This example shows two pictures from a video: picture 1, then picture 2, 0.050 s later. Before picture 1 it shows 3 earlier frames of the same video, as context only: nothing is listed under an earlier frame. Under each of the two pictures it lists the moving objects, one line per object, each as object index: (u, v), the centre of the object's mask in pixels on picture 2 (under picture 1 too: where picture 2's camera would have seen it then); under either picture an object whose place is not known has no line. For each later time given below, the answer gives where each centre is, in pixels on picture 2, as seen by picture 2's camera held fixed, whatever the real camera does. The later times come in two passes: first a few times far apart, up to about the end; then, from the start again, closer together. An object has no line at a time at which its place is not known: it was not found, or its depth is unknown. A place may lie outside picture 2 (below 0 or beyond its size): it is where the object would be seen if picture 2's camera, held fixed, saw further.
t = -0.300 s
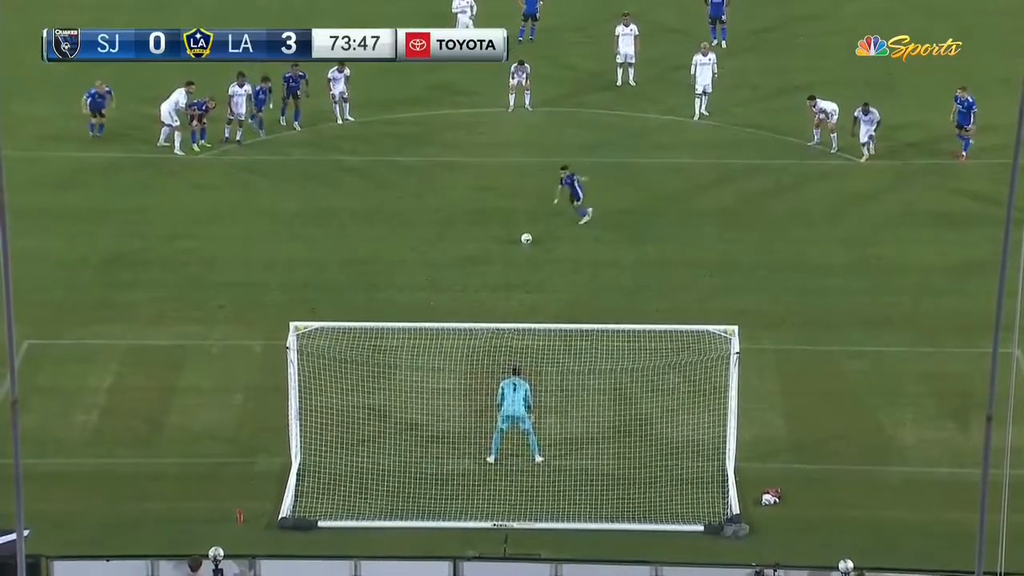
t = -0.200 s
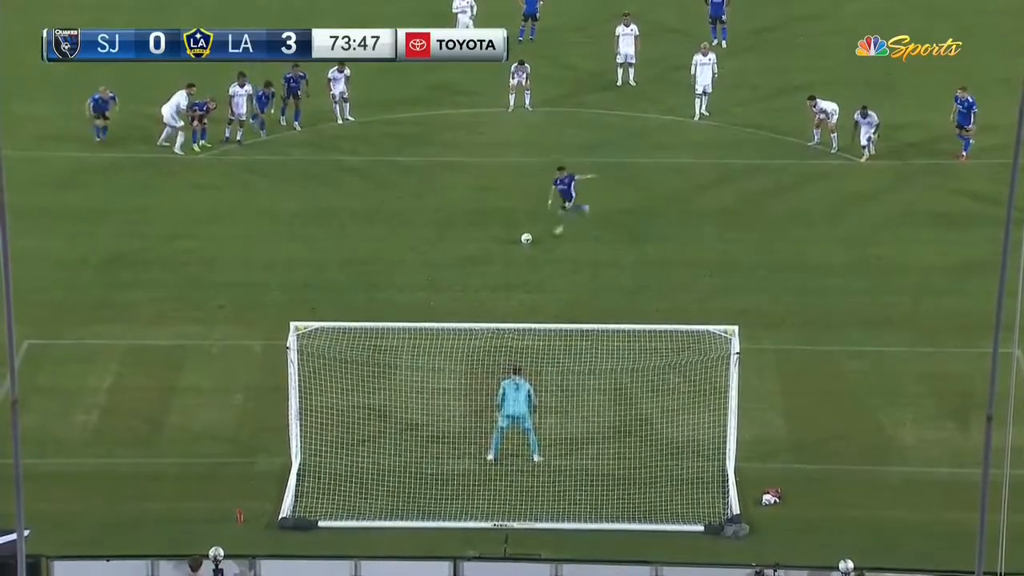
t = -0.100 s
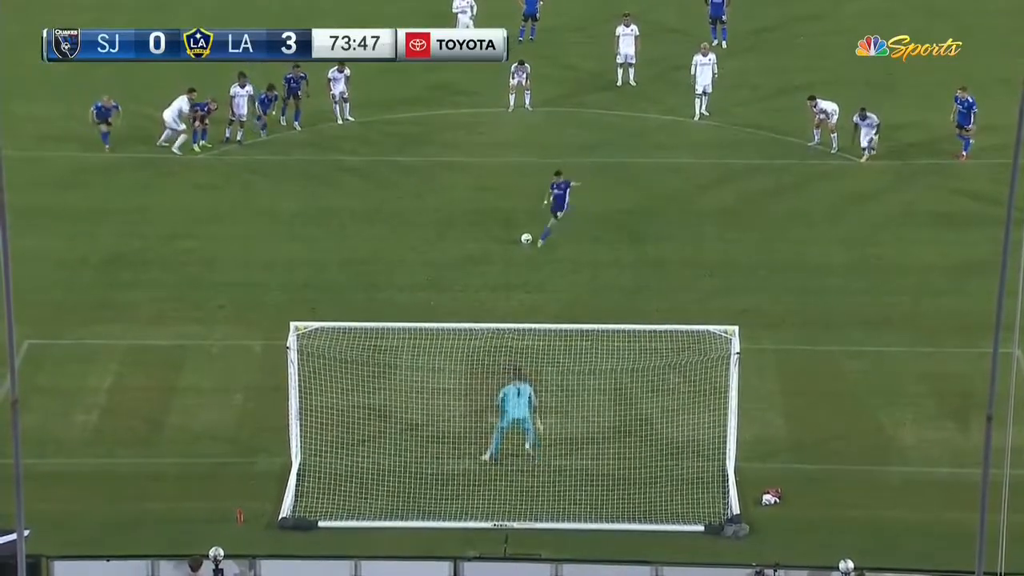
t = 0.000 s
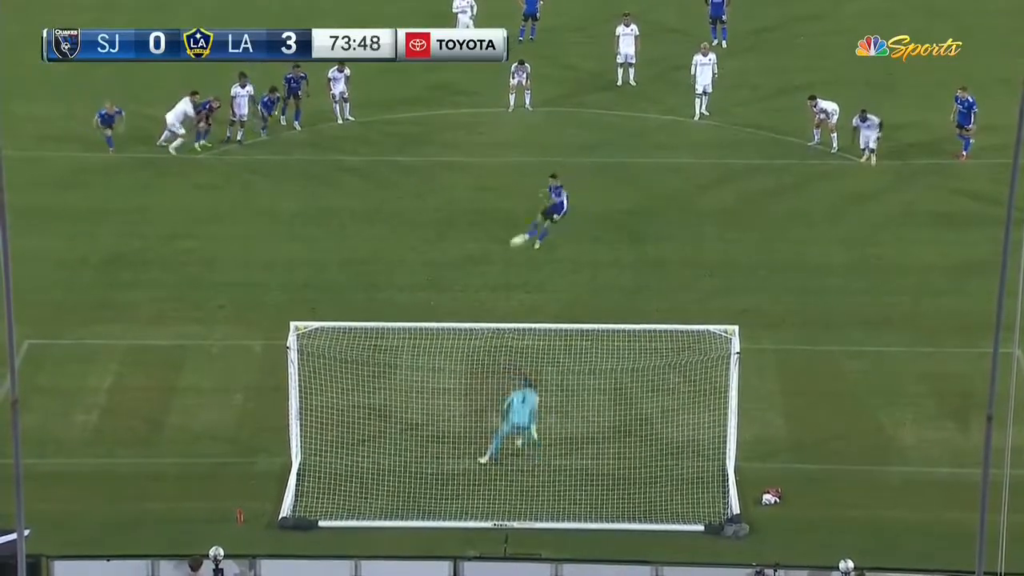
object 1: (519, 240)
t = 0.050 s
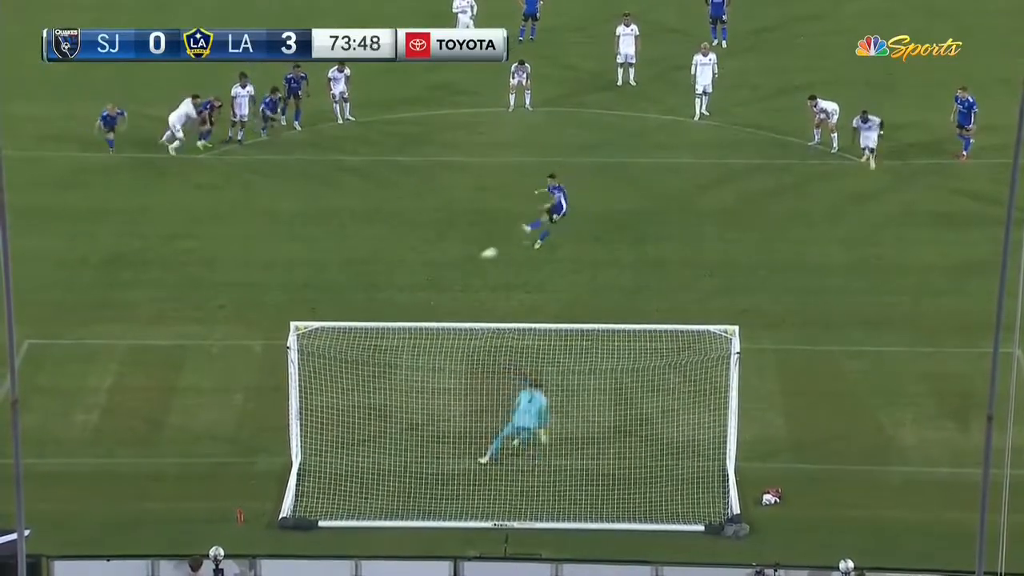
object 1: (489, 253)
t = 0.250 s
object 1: (385, 320)
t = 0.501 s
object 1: (278, 453)
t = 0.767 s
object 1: (320, 510)
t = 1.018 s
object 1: (356, 495)
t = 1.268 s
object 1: (393, 514)
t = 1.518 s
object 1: (423, 511)
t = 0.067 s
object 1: (480, 258)
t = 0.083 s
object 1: (470, 263)
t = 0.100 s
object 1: (461, 269)
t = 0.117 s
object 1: (452, 274)
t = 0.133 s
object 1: (443, 280)
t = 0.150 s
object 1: (434, 285)
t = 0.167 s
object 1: (425, 292)
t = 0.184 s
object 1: (416, 298)
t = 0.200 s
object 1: (407, 304)
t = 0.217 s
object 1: (400, 310)
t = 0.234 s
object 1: (392, 316)
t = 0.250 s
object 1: (385, 320)
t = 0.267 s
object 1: (374, 332)
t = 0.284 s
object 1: (365, 340)
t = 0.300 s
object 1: (357, 350)
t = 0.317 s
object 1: (350, 354)
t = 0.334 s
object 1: (339, 366)
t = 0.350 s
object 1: (332, 375)
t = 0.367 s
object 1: (323, 384)
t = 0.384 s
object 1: (315, 395)
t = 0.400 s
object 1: (309, 404)
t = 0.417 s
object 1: (302, 413)
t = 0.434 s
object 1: (287, 425)
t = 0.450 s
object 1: (286, 430)
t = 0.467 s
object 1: (279, 442)
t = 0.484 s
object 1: (278, 449)
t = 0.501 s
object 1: (278, 453)
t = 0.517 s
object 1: (279, 456)
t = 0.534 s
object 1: (280, 458)
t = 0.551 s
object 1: (283, 463)
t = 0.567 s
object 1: (284, 469)
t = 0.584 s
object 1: (285, 471)
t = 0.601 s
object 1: (289, 478)
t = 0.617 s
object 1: (292, 483)
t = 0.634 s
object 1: (298, 489)
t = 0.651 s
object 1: (300, 493)
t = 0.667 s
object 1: (302, 498)
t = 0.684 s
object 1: (306, 503)
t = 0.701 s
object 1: (309, 509)
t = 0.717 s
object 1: (313, 514)
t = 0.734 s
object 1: (316, 514)
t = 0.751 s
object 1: (318, 513)
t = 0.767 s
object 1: (320, 510)
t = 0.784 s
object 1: (322, 508)
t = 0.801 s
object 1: (325, 507)
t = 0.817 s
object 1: (326, 505)
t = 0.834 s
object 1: (329, 502)
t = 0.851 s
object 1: (332, 498)
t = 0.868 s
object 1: (335, 498)
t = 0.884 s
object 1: (337, 498)
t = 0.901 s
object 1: (338, 497)
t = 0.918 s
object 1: (341, 496)
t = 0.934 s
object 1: (344, 496)
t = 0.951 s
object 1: (347, 495)
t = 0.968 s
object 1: (349, 495)
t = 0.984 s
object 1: (351, 495)
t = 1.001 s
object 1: (354, 495)
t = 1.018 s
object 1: (356, 495)
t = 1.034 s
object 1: (359, 495)
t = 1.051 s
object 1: (361, 496)
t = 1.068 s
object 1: (364, 496)
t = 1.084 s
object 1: (367, 497)
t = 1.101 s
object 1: (369, 498)
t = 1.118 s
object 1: (371, 500)
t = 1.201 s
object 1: (383, 507)
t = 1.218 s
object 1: (385, 508)
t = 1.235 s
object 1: (388, 511)
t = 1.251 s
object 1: (391, 514)
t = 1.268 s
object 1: (393, 514)
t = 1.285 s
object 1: (394, 514)
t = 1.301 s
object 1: (398, 512)
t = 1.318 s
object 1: (399, 512)
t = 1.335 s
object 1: (401, 510)
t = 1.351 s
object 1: (402, 509)
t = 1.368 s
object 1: (405, 508)
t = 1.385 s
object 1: (407, 508)
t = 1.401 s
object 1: (409, 507)
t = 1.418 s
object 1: (412, 508)
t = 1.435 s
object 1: (413, 507)
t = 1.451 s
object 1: (415, 508)
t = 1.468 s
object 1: (418, 508)
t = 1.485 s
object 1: (419, 509)
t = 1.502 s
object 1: (421, 510)
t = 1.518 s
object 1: (423, 511)
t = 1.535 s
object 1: (425, 512)
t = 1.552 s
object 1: (426, 511)
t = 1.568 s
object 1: (428, 510)
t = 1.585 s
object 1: (430, 509)
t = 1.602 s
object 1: (431, 509)
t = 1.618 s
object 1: (433, 509)
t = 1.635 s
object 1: (435, 509)
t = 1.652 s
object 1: (437, 509)
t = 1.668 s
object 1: (438, 509)
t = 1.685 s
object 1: (440, 509)
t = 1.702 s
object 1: (442, 510)
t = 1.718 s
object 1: (443, 511)
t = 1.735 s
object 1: (444, 509)
